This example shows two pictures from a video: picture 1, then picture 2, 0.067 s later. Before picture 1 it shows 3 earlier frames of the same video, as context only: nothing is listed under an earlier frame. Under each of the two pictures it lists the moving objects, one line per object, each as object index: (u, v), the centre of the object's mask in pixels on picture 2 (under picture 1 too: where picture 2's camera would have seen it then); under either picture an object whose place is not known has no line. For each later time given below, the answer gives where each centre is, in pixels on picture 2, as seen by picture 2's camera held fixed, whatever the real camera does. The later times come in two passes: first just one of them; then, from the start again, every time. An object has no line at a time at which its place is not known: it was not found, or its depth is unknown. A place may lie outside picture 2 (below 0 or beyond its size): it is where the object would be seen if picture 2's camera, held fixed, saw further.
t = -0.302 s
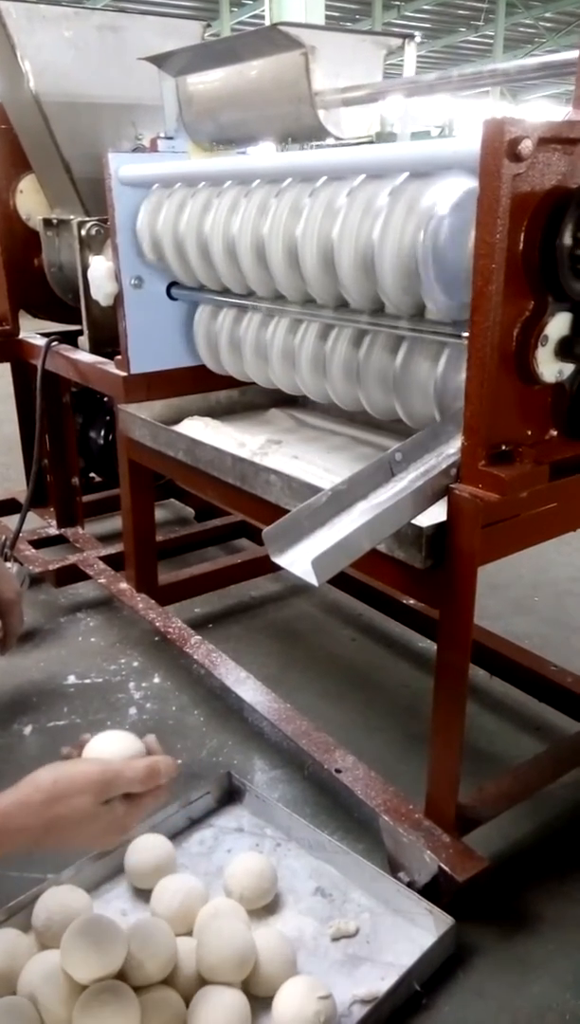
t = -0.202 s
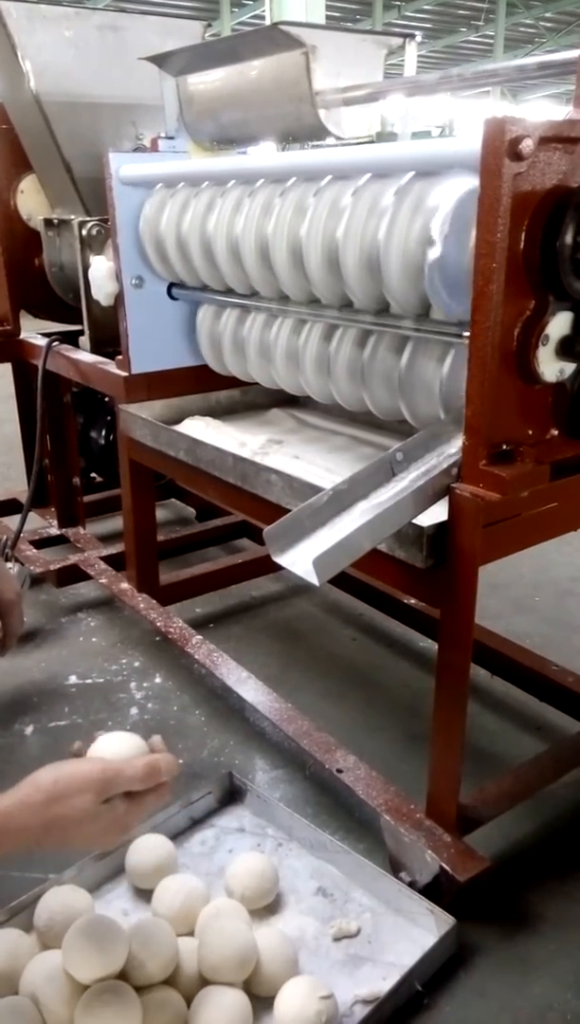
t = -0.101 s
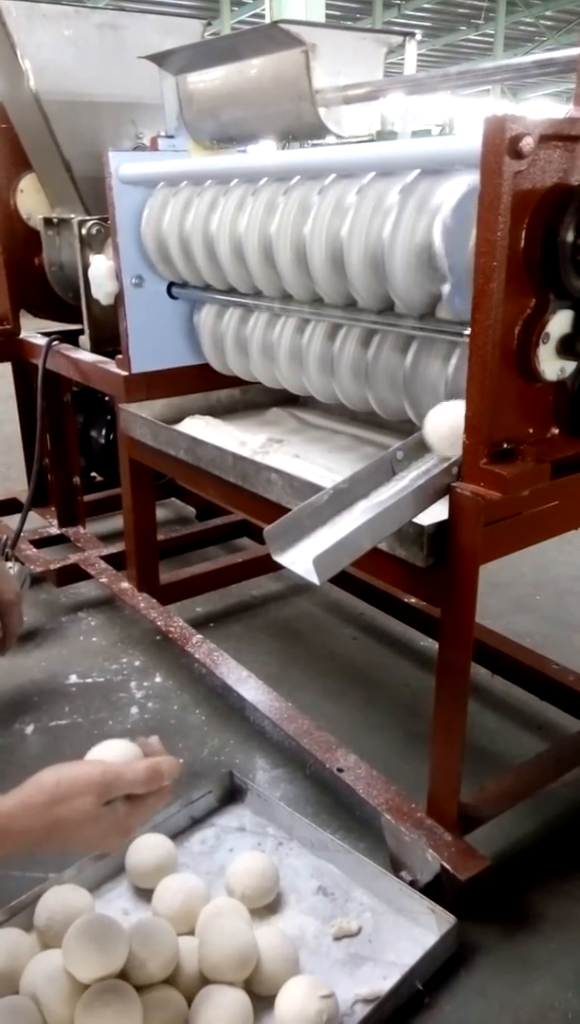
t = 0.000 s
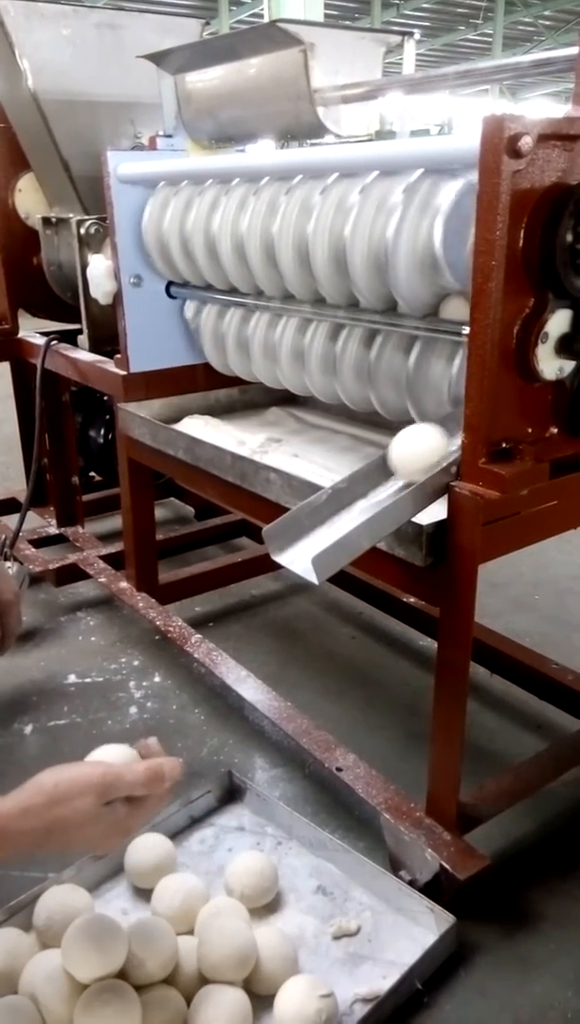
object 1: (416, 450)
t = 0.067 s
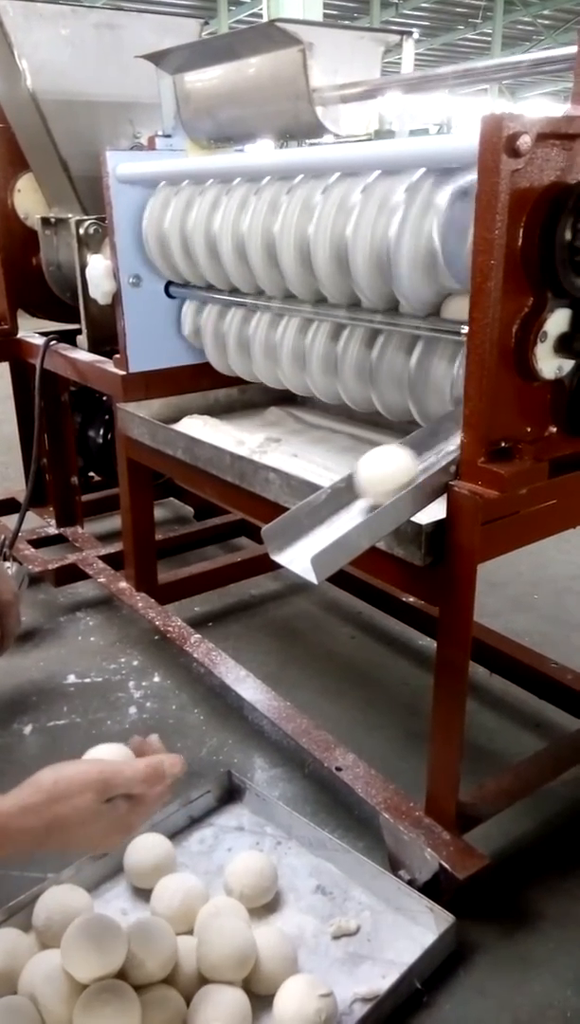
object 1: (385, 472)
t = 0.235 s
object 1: (269, 555)
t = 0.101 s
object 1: (367, 483)
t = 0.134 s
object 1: (345, 499)
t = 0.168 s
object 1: (321, 513)
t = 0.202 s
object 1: (295, 534)
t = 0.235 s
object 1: (269, 555)
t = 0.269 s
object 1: (240, 585)
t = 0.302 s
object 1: (211, 628)
